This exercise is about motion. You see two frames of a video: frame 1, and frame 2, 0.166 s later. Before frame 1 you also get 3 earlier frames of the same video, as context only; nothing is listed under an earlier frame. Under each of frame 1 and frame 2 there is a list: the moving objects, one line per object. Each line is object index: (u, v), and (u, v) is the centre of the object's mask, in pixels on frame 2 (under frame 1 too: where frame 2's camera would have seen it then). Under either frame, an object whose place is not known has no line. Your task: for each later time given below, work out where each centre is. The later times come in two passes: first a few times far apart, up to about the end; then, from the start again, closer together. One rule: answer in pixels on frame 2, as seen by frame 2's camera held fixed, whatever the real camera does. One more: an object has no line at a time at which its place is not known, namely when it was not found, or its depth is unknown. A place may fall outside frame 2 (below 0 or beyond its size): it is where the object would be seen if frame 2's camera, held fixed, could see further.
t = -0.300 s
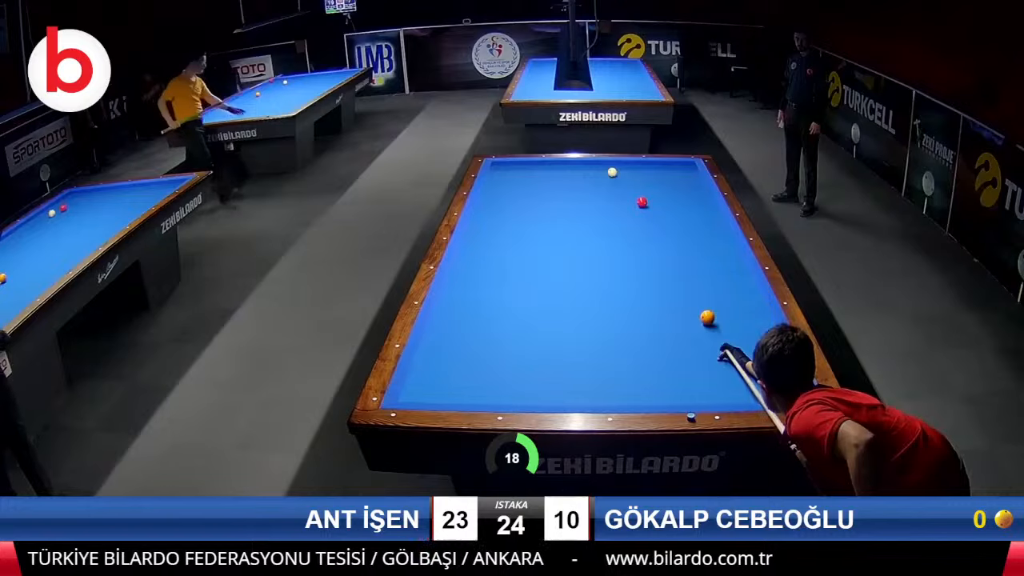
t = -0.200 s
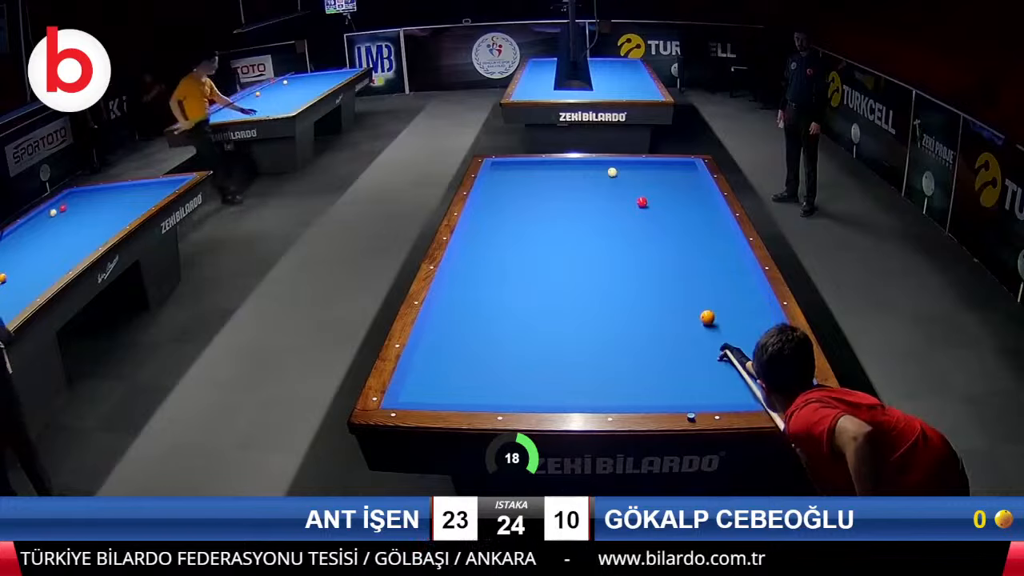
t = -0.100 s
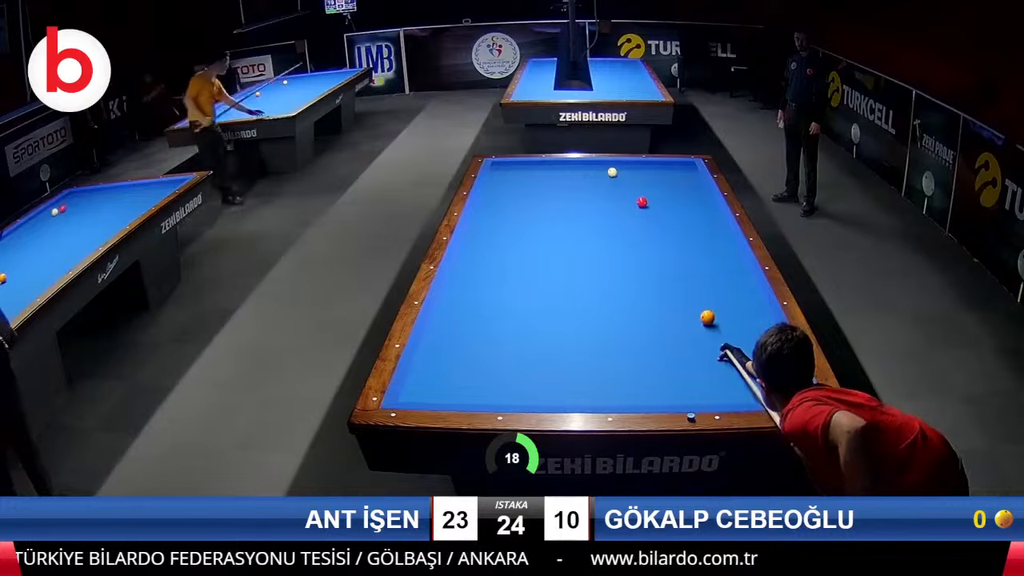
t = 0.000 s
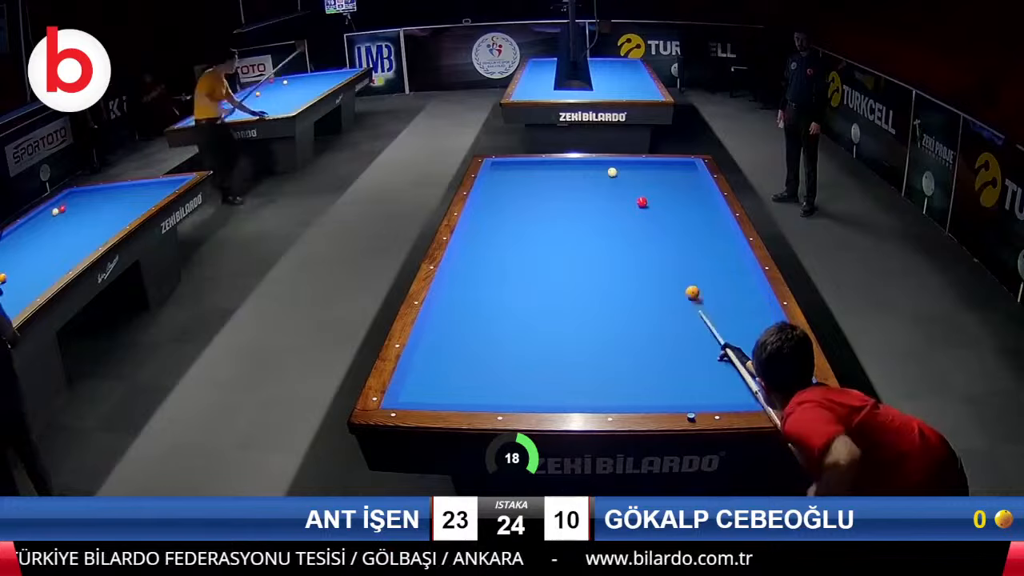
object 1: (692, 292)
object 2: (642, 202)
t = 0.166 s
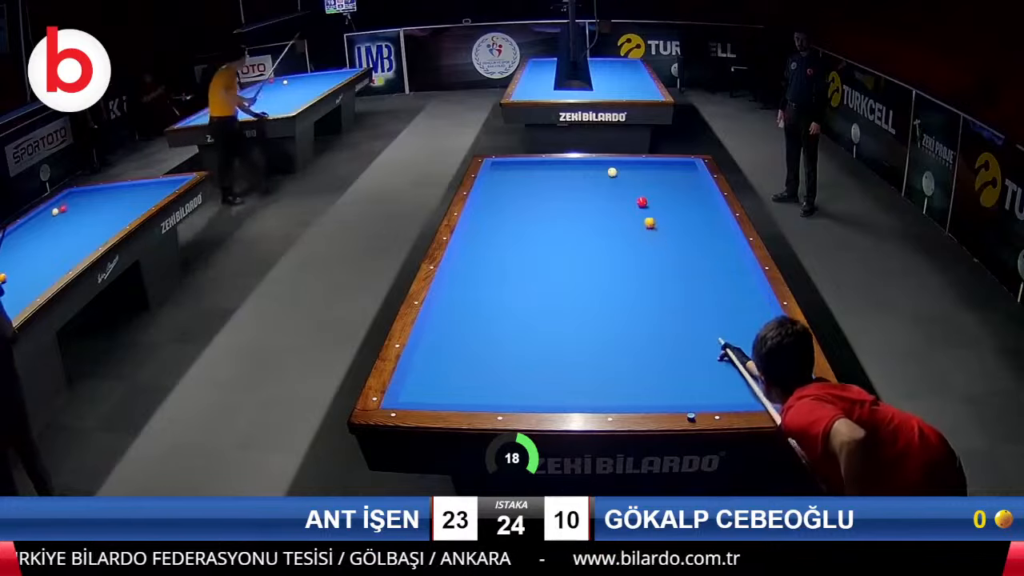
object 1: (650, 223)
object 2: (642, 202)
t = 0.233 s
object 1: (634, 204)
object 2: (645, 201)
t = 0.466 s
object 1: (542, 189)
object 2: (690, 165)
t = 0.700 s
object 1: (502, 179)
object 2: (668, 179)
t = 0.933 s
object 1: (550, 174)
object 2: (645, 196)
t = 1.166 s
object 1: (585, 169)
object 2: (620, 215)
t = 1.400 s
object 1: (614, 164)
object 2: (590, 237)
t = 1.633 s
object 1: (639, 163)
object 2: (556, 263)
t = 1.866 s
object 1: (663, 166)
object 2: (517, 292)
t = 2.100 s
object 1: (686, 168)
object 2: (470, 326)
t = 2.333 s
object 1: (685, 168)
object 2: (422, 365)
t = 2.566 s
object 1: (674, 168)
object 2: (443, 395)
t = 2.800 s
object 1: (664, 168)
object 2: (489, 369)
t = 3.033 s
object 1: (654, 168)
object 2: (530, 349)
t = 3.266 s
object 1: (644, 168)
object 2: (567, 331)
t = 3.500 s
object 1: (634, 168)
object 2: (600, 314)
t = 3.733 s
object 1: (625, 167)
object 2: (630, 298)
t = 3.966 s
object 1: (616, 167)
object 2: (655, 286)
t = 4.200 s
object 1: (606, 167)
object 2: (680, 271)
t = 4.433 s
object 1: (599, 167)
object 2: (701, 260)
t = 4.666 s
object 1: (591, 168)
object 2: (721, 249)
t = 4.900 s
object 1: (583, 168)
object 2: (724, 240)
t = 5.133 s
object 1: (575, 168)
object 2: (708, 231)
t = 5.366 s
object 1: (568, 168)
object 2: (693, 223)
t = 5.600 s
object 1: (562, 168)
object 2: (678, 216)
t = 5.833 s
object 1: (555, 168)
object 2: (665, 209)
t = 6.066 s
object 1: (549, 168)
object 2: (651, 202)
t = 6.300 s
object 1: (543, 168)
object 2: (639, 197)
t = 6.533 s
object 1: (537, 168)
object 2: (628, 191)
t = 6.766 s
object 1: (532, 168)
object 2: (616, 186)
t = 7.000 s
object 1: (527, 168)
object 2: (606, 181)
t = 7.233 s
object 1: (523, 169)
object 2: (596, 177)
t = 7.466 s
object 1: (519, 169)
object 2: (587, 172)
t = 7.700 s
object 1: (515, 169)
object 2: (579, 168)
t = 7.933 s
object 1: (512, 169)
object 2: (570, 165)
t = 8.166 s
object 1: (509, 169)
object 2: (562, 163)
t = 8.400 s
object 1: (506, 169)
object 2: (554, 164)
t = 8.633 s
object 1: (504, 169)
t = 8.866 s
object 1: (503, 169)
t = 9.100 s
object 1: (501, 169)
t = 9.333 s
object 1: (500, 169)
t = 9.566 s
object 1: (499, 169)
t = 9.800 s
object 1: (499, 169)
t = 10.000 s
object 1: (498, 169)
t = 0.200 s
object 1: (643, 212)
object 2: (642, 202)
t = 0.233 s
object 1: (634, 204)
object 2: (645, 201)
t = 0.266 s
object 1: (619, 202)
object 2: (652, 195)
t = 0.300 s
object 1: (605, 199)
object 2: (659, 190)
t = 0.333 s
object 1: (592, 197)
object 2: (666, 184)
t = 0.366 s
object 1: (578, 195)
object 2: (672, 179)
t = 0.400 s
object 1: (566, 193)
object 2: (678, 174)
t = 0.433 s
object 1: (554, 191)
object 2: (684, 169)
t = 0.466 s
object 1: (542, 189)
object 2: (690, 165)
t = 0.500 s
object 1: (531, 187)
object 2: (690, 164)
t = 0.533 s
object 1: (520, 185)
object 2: (688, 166)
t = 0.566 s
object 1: (510, 184)
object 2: (683, 168)
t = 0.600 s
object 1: (500, 182)
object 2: (679, 171)
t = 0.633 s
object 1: (491, 181)
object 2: (676, 174)
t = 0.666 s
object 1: (493, 180)
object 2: (672, 176)
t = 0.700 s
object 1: (502, 179)
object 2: (668, 179)
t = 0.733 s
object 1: (510, 178)
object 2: (665, 182)
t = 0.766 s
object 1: (517, 178)
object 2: (661, 184)
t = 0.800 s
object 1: (525, 177)
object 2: (658, 186)
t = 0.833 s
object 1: (532, 176)
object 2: (655, 189)
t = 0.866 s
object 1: (538, 175)
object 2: (651, 191)
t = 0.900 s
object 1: (544, 174)
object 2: (648, 194)
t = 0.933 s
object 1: (550, 174)
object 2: (645, 196)
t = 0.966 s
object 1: (556, 173)
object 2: (641, 199)
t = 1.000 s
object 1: (562, 172)
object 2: (638, 202)
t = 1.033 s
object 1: (567, 172)
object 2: (634, 204)
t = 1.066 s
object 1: (571, 171)
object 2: (631, 207)
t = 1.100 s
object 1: (576, 170)
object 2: (627, 210)
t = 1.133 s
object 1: (580, 170)
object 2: (623, 212)
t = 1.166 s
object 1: (585, 169)
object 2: (620, 215)
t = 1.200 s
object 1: (589, 168)
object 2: (616, 218)
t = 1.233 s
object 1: (593, 168)
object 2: (612, 221)
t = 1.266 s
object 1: (597, 167)
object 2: (608, 224)
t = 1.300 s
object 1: (601, 166)
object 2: (603, 228)
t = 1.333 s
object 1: (605, 166)
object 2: (599, 231)
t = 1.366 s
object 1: (609, 164)
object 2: (595, 234)
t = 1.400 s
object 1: (614, 164)
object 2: (590, 237)
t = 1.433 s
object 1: (617, 164)
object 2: (586, 240)
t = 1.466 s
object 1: (622, 163)
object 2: (581, 244)
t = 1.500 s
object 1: (625, 163)
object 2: (576, 248)
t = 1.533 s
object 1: (629, 162)
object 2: (572, 251)
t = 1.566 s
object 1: (633, 163)
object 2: (566, 255)
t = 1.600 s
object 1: (636, 163)
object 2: (561, 258)
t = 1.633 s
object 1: (639, 163)
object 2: (556, 263)
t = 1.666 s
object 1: (643, 164)
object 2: (551, 266)
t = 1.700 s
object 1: (646, 164)
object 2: (546, 270)
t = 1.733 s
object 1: (650, 164)
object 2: (540, 275)
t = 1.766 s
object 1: (653, 164)
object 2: (534, 279)
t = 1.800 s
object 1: (656, 165)
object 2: (528, 283)
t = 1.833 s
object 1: (660, 165)
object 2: (522, 288)
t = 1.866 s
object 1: (663, 166)
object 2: (517, 292)
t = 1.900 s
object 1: (666, 166)
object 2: (510, 296)
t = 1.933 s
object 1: (670, 166)
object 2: (504, 301)
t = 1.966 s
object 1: (673, 166)
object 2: (498, 306)
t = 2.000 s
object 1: (676, 167)
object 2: (491, 311)
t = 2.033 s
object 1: (679, 167)
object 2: (484, 316)
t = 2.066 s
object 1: (683, 168)
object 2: (477, 321)
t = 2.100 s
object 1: (686, 168)
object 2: (470, 326)
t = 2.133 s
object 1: (689, 168)
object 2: (463, 331)
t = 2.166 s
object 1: (692, 169)
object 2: (456, 337)
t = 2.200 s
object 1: (692, 169)
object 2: (448, 342)
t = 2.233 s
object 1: (691, 169)
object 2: (441, 348)
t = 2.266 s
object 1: (688, 168)
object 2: (433, 354)
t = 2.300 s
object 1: (686, 168)
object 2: (425, 360)
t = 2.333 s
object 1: (685, 168)
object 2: (422, 365)
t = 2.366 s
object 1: (683, 168)
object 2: (425, 371)
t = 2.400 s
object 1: (682, 168)
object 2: (427, 377)
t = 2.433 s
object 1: (680, 168)
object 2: (429, 383)
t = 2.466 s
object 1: (679, 168)
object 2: (431, 389)
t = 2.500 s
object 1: (677, 168)
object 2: (432, 394)
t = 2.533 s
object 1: (676, 168)
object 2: (435, 397)
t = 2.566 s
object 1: (674, 168)
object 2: (443, 395)
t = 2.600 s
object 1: (673, 168)
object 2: (450, 391)
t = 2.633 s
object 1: (671, 168)
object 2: (457, 387)
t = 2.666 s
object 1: (669, 168)
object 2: (464, 382)
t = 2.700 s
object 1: (668, 168)
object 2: (471, 379)
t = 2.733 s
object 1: (667, 168)
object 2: (477, 375)
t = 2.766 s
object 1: (665, 168)
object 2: (483, 372)
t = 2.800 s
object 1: (664, 168)
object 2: (489, 369)
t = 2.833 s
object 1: (662, 168)
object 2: (496, 366)
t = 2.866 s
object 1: (661, 168)
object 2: (501, 363)
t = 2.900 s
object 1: (659, 168)
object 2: (507, 360)
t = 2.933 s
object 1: (658, 168)
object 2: (513, 357)
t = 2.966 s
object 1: (657, 168)
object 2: (519, 355)
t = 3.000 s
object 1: (655, 168)
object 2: (525, 352)
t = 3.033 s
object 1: (654, 168)
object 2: (530, 349)
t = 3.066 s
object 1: (652, 168)
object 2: (536, 346)
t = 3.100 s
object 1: (651, 168)
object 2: (541, 344)
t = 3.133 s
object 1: (649, 168)
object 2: (546, 341)
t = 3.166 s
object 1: (648, 168)
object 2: (552, 338)
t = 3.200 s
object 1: (647, 168)
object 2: (557, 336)
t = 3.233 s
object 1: (645, 168)
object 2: (562, 333)
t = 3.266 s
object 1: (644, 168)
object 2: (567, 331)
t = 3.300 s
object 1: (642, 168)
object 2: (572, 328)
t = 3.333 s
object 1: (641, 168)
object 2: (577, 325)
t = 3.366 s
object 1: (640, 168)
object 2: (581, 323)
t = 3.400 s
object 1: (638, 168)
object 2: (586, 321)
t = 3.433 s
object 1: (637, 168)
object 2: (591, 318)
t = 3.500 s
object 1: (634, 168)
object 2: (600, 314)
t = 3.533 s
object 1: (632, 168)
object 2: (604, 311)
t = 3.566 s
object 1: (631, 168)
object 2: (609, 309)
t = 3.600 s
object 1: (630, 168)
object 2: (613, 307)
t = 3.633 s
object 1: (628, 167)
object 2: (617, 305)
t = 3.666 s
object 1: (628, 168)
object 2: (621, 303)
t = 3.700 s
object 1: (626, 167)
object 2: (626, 301)
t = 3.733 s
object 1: (625, 167)
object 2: (630, 298)
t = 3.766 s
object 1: (624, 168)
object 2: (634, 296)
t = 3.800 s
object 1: (622, 167)
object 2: (638, 294)
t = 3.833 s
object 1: (621, 167)
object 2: (641, 292)
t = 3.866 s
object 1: (620, 167)
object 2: (645, 290)
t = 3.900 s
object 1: (619, 167)
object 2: (649, 288)
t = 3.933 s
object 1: (618, 167)
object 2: (652, 287)
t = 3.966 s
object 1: (616, 167)
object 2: (655, 286)
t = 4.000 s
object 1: (616, 167)
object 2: (659, 283)
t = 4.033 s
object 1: (614, 166)
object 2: (663, 280)
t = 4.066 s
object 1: (613, 166)
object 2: (667, 279)
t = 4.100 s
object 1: (610, 166)
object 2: (670, 277)
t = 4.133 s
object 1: (609, 166)
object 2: (674, 275)
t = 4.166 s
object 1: (607, 166)
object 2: (677, 273)
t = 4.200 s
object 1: (606, 167)
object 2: (680, 271)
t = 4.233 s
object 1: (605, 167)
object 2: (683, 269)
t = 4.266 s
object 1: (604, 167)
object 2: (687, 268)
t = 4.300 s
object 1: (603, 167)
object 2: (690, 266)
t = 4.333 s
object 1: (602, 167)
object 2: (693, 265)
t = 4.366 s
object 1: (601, 167)
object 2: (696, 263)
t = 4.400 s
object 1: (600, 168)
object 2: (699, 262)
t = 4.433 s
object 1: (599, 167)
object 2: (701, 260)
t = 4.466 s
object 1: (597, 167)
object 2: (705, 258)
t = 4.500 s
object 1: (596, 168)
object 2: (707, 256)
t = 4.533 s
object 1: (595, 167)
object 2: (710, 255)
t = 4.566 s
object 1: (594, 168)
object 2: (713, 253)
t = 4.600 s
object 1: (593, 168)
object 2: (715, 252)
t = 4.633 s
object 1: (592, 168)
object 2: (718, 250)
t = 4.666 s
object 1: (591, 168)
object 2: (721, 249)
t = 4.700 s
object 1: (590, 168)
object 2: (723, 248)
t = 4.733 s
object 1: (589, 168)
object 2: (726, 247)
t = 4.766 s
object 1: (587, 167)
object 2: (728, 245)
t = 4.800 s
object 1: (586, 168)
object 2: (731, 243)
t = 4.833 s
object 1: (585, 168)
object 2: (729, 242)
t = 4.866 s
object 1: (584, 168)
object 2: (727, 241)
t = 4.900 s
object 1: (583, 168)
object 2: (724, 240)
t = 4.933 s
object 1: (582, 168)
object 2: (722, 238)
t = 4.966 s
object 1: (581, 168)
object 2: (719, 237)
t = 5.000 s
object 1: (580, 168)
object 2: (717, 236)
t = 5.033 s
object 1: (579, 168)
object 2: (715, 235)
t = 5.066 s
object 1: (578, 168)
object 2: (712, 233)
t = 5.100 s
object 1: (576, 168)
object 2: (710, 232)
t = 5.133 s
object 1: (575, 168)
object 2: (708, 231)
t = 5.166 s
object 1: (575, 168)
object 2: (706, 230)
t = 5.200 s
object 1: (573, 168)
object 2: (704, 228)
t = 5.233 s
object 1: (572, 168)
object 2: (701, 228)
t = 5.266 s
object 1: (571, 168)
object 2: (699, 226)
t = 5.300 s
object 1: (570, 168)
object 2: (697, 225)
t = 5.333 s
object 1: (569, 168)
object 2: (695, 225)
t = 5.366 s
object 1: (568, 168)
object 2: (693, 223)
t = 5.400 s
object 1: (567, 168)
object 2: (690, 222)
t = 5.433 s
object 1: (566, 168)
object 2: (688, 221)
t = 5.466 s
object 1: (565, 168)
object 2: (686, 220)
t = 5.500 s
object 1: (565, 168)
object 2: (684, 219)
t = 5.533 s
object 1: (563, 168)
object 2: (682, 218)
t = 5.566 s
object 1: (562, 168)
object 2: (680, 217)
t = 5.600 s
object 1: (562, 168)
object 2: (678, 216)
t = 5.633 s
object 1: (561, 168)
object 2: (676, 215)
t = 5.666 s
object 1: (559, 168)
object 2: (674, 214)
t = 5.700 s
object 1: (559, 168)
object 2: (672, 213)
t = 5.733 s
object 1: (558, 168)
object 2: (670, 212)
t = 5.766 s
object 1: (557, 168)
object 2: (668, 211)
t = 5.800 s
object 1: (556, 168)
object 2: (666, 210)
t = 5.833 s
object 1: (555, 168)
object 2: (665, 209)
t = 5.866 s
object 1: (554, 168)
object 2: (662, 208)
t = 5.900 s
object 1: (553, 168)
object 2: (660, 207)
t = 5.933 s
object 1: (552, 168)
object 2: (659, 206)
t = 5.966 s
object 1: (551, 168)
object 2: (657, 205)
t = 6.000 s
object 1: (551, 168)
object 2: (655, 204)
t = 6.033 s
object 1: (550, 168)
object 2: (653, 203)
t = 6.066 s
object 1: (549, 168)
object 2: (651, 202)
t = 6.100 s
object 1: (548, 168)
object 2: (650, 202)
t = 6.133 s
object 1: (547, 168)
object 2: (648, 201)
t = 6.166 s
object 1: (546, 168)
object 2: (646, 200)
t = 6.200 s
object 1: (546, 168)
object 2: (644, 199)
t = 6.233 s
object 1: (545, 168)
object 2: (643, 198)
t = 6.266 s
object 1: (544, 168)
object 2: (641, 197)
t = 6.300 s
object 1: (543, 168)
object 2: (639, 197)
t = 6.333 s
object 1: (542, 168)
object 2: (637, 196)
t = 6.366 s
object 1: (541, 168)
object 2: (636, 195)
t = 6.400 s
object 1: (540, 168)
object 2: (634, 194)
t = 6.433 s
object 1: (540, 168)
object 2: (633, 194)
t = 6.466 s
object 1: (539, 168)
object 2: (631, 193)
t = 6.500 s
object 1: (538, 168)
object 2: (630, 192)
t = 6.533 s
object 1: (537, 168)
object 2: (628, 191)
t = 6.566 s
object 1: (537, 168)
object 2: (626, 190)
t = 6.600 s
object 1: (536, 168)
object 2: (624, 190)
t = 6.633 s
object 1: (535, 168)
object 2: (623, 189)
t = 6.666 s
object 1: (534, 168)
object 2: (621, 188)
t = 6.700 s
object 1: (534, 168)
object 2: (620, 187)
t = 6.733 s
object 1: (533, 168)
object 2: (618, 187)
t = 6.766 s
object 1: (532, 168)
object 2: (616, 186)
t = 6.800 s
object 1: (531, 168)
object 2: (615, 185)
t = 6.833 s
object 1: (531, 168)
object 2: (613, 185)
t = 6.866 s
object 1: (530, 168)
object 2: (612, 184)
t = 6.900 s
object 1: (530, 168)
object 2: (611, 183)
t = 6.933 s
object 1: (529, 169)
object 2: (609, 183)
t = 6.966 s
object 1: (528, 169)
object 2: (608, 182)
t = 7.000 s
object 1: (527, 168)
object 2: (606, 181)
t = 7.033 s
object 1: (527, 168)
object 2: (605, 181)
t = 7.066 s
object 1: (526, 168)
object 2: (603, 180)
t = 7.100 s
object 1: (526, 169)
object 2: (602, 180)
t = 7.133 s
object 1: (525, 169)
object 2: (600, 179)
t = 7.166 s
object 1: (524, 169)
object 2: (599, 178)
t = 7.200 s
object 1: (524, 168)
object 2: (597, 177)
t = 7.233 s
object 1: (523, 169)
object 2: (596, 177)
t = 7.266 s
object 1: (522, 169)
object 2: (595, 176)
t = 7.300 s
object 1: (522, 169)
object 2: (594, 176)
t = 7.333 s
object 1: (521, 169)
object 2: (593, 175)
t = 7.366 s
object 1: (521, 168)
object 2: (591, 174)
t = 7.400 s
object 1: (520, 169)
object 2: (590, 174)
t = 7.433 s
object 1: (519, 168)
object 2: (589, 173)
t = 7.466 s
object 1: (519, 169)
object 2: (587, 172)
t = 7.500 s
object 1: (518, 169)
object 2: (586, 172)
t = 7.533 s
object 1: (518, 169)
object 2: (584, 172)
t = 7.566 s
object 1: (517, 169)
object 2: (583, 171)
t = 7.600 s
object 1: (517, 169)
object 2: (582, 170)
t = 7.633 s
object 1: (517, 169)
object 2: (581, 170)
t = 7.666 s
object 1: (516, 169)
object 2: (580, 170)
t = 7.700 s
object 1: (515, 169)
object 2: (579, 168)
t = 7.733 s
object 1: (515, 169)
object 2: (577, 168)
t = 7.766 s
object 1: (514, 169)
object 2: (576, 168)
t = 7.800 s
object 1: (514, 169)
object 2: (575, 167)
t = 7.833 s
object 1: (513, 169)
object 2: (574, 167)
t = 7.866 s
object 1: (513, 169)
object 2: (573, 166)
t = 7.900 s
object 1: (513, 169)
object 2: (571, 165)
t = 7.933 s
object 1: (512, 169)
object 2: (570, 165)
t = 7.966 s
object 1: (512, 169)
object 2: (569, 164)
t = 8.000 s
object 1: (511, 169)
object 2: (568, 164)
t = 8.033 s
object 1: (511, 169)
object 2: (567, 163)
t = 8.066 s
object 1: (510, 169)
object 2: (566, 163)
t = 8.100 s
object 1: (510, 169)
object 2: (565, 163)
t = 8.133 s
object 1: (510, 169)
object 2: (564, 163)
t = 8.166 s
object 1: (509, 169)
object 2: (562, 163)
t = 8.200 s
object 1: (509, 169)
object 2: (562, 163)
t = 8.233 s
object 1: (508, 169)
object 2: (560, 163)
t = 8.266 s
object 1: (508, 169)
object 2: (559, 164)
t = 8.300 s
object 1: (507, 169)
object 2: (557, 164)
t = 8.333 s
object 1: (507, 169)
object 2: (557, 164)
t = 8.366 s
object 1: (507, 169)
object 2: (555, 164)
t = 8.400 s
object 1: (506, 169)
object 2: (554, 164)
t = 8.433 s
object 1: (506, 169)
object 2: (553, 165)
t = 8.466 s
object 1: (506, 169)
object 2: (552, 165)
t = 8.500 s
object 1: (505, 169)
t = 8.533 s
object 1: (505, 169)
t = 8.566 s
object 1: (505, 169)
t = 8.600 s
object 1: (505, 169)
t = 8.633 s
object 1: (504, 169)
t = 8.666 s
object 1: (504, 169)
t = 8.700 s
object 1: (504, 169)
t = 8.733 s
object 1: (503, 169)
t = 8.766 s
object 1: (503, 169)
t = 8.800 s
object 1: (503, 169)
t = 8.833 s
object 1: (503, 169)
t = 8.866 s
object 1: (503, 169)
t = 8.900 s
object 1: (502, 169)
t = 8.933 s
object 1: (502, 169)
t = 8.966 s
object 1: (502, 169)
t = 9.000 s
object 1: (502, 169)
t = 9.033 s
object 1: (502, 169)
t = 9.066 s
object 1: (502, 169)
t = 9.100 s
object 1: (501, 169)
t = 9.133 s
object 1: (501, 169)
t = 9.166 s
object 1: (501, 169)
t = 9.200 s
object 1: (501, 169)
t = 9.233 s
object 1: (501, 169)
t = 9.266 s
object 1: (500, 169)
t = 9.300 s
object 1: (500, 169)
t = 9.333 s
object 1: (500, 169)
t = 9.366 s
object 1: (500, 169)
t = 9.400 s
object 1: (500, 169)
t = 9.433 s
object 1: (500, 169)
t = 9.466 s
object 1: (499, 169)
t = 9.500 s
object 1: (499, 169)
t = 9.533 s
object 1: (499, 169)
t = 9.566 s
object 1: (499, 169)
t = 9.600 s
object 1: (499, 169)
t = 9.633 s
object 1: (499, 169)
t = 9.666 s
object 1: (499, 169)
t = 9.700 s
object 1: (499, 169)
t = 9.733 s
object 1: (499, 169)
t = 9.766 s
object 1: (499, 169)
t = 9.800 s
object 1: (499, 169)
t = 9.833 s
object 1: (499, 169)
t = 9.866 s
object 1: (498, 169)
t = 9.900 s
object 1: (498, 169)
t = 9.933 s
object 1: (498, 169)
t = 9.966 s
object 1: (498, 169)
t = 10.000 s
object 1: (498, 169)
